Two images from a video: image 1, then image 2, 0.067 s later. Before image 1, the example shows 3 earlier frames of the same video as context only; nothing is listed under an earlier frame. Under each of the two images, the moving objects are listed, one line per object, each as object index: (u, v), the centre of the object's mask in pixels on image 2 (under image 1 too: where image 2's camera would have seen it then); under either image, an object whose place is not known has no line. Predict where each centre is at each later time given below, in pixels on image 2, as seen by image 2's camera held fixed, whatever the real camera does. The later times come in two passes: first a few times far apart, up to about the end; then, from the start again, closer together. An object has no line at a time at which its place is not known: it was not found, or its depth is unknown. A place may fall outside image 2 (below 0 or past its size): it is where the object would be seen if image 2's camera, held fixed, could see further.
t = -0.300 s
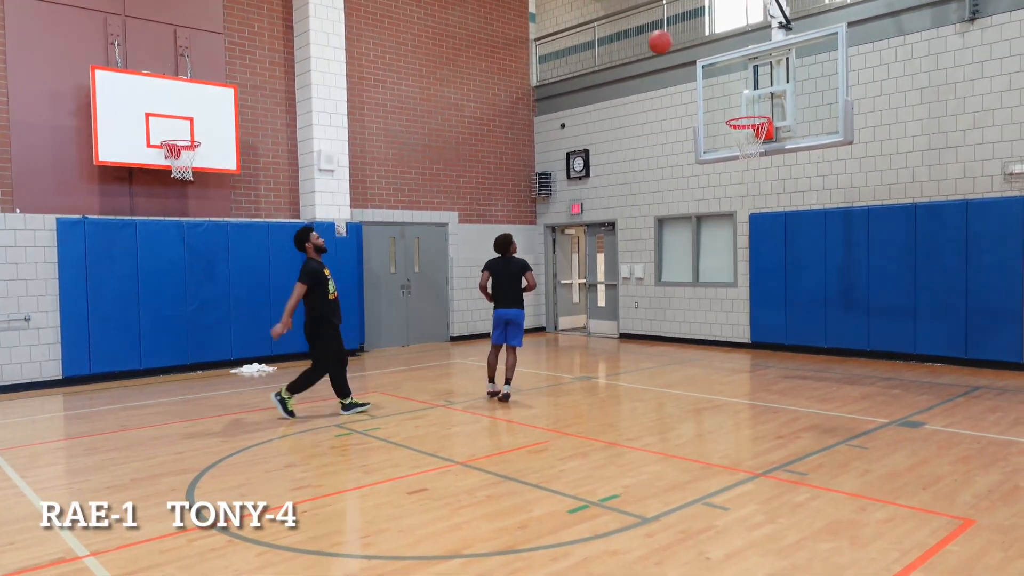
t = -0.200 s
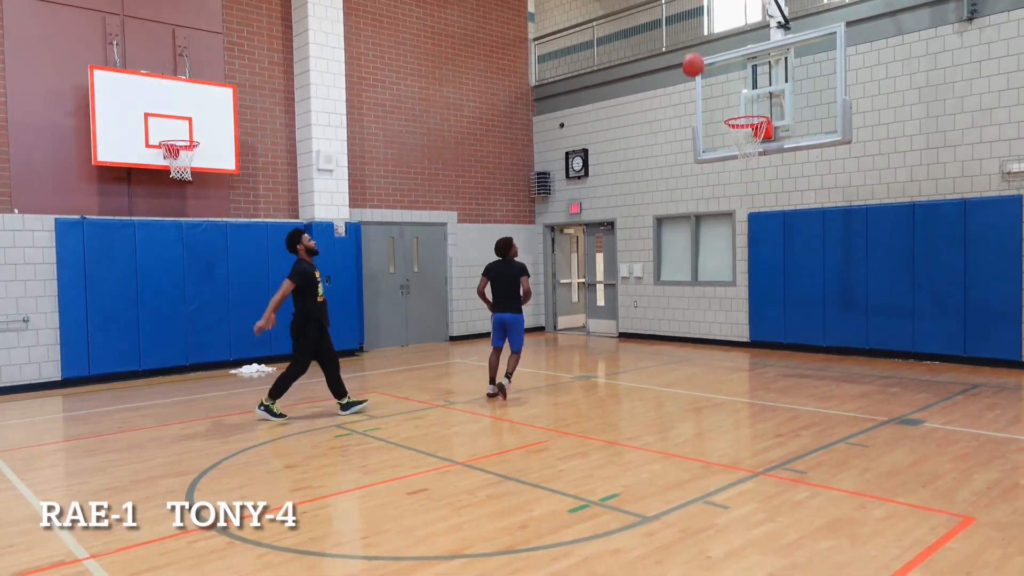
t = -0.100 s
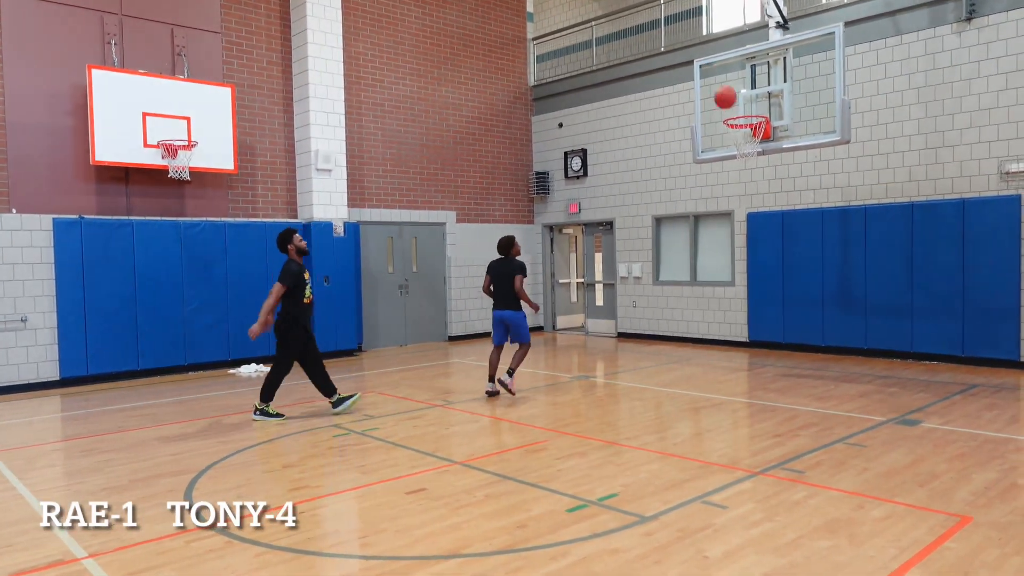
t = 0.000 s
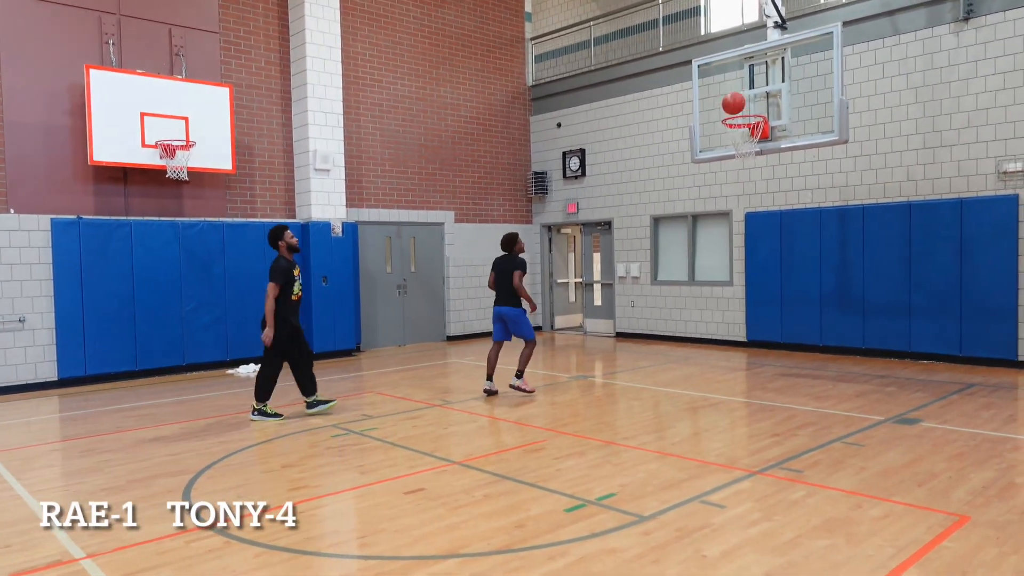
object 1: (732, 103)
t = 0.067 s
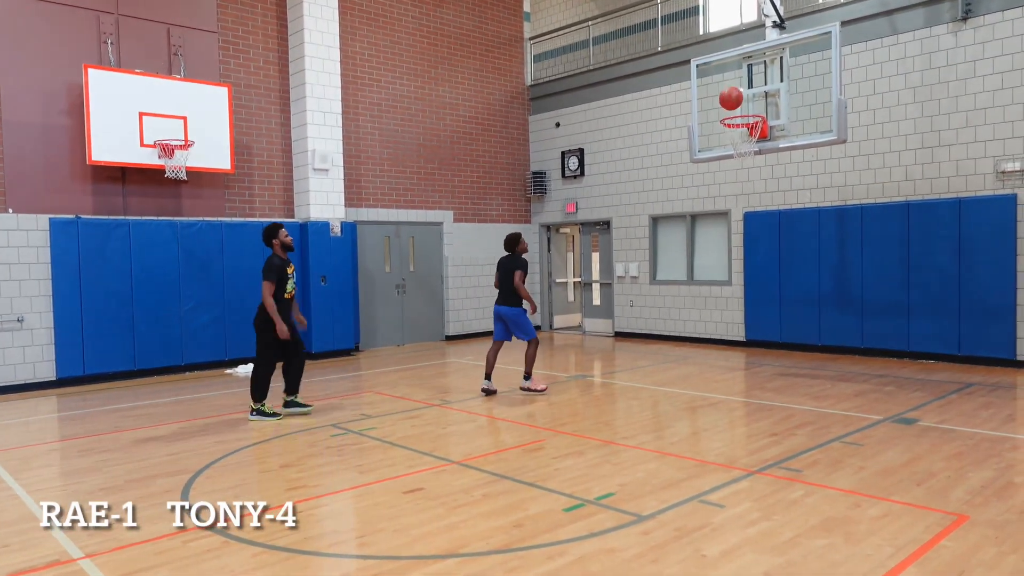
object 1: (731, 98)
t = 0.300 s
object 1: (727, 118)
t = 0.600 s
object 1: (723, 250)
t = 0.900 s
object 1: (720, 398)
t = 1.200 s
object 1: (724, 268)
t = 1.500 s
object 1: (731, 259)
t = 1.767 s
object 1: (744, 422)
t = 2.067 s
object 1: (756, 503)
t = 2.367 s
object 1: (770, 480)
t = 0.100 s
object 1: (731, 98)
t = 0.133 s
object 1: (730, 98)
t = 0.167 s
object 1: (730, 99)
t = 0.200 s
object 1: (729, 102)
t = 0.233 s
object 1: (729, 106)
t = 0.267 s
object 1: (728, 111)
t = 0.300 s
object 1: (727, 118)
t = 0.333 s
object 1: (726, 125)
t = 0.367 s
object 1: (726, 135)
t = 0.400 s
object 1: (725, 146)
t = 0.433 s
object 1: (725, 159)
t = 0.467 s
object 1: (725, 173)
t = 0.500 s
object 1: (725, 189)
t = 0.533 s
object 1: (724, 207)
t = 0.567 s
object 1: (724, 228)
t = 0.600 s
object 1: (723, 250)
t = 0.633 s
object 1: (723, 275)
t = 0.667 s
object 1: (722, 302)
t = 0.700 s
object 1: (722, 332)
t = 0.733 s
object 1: (721, 364)
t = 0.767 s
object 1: (720, 398)
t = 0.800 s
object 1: (720, 435)
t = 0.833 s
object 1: (719, 439)
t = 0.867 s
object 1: (719, 418)
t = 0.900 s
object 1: (720, 398)
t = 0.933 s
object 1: (720, 379)
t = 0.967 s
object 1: (721, 361)
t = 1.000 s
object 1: (721, 344)
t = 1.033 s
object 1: (721, 329)
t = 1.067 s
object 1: (722, 314)
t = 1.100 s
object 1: (722, 300)
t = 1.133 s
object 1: (722, 288)
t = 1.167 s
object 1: (723, 277)
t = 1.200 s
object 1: (724, 268)
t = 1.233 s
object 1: (724, 259)
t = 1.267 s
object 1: (725, 253)
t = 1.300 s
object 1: (726, 248)
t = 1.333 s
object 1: (726, 245)
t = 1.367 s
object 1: (727, 244)
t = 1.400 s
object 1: (728, 244)
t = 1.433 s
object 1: (729, 247)
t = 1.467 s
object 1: (730, 252)
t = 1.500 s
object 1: (731, 259)
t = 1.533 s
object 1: (733, 269)
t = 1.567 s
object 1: (734, 282)
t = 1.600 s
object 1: (735, 297)
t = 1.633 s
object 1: (737, 316)
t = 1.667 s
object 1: (738, 337)
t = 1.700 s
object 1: (740, 361)
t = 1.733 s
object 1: (741, 389)
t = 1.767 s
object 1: (744, 422)
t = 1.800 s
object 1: (746, 458)
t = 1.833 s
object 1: (749, 500)
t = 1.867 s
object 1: (750, 545)
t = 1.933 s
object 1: (754, 573)
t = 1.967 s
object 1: (755, 556)
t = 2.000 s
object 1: (755, 536)
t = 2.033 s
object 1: (756, 519)
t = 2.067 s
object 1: (756, 503)
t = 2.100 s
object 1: (758, 489)
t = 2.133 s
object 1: (759, 478)
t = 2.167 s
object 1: (760, 468)
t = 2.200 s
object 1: (761, 462)
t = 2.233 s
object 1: (763, 458)
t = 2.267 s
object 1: (764, 458)
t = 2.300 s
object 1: (766, 462)
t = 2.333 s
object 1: (769, 469)
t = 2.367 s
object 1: (770, 480)
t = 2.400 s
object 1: (773, 497)
